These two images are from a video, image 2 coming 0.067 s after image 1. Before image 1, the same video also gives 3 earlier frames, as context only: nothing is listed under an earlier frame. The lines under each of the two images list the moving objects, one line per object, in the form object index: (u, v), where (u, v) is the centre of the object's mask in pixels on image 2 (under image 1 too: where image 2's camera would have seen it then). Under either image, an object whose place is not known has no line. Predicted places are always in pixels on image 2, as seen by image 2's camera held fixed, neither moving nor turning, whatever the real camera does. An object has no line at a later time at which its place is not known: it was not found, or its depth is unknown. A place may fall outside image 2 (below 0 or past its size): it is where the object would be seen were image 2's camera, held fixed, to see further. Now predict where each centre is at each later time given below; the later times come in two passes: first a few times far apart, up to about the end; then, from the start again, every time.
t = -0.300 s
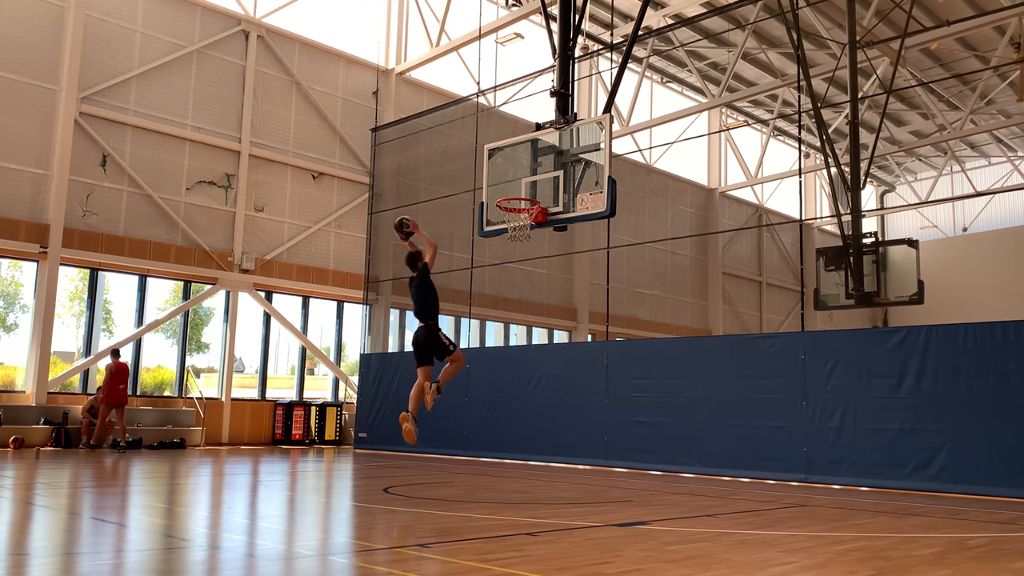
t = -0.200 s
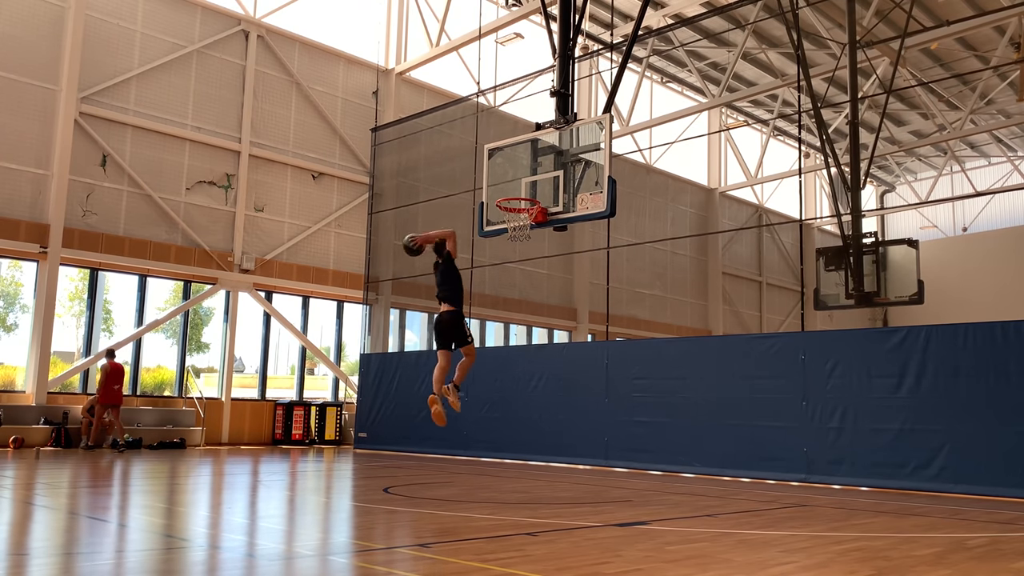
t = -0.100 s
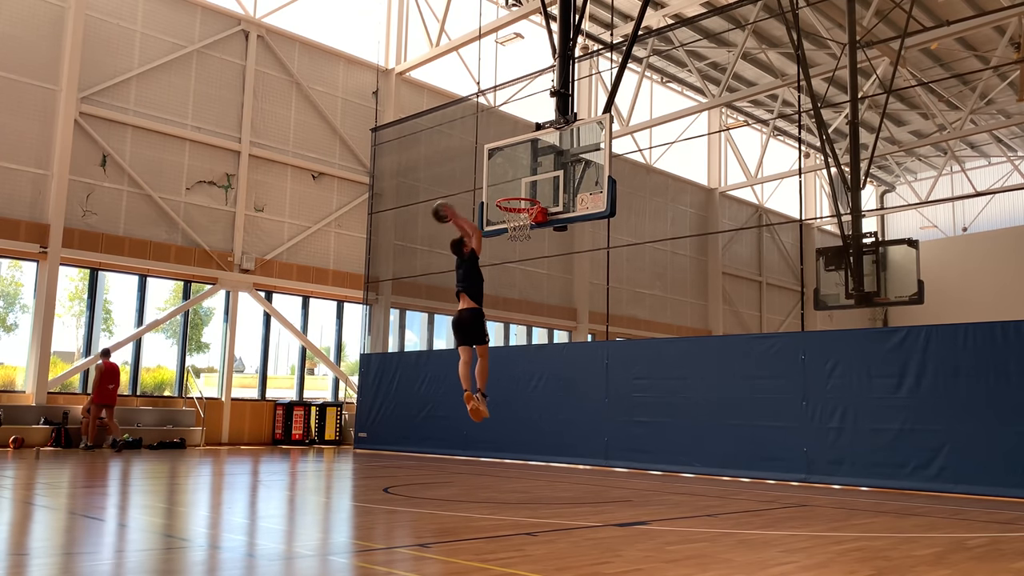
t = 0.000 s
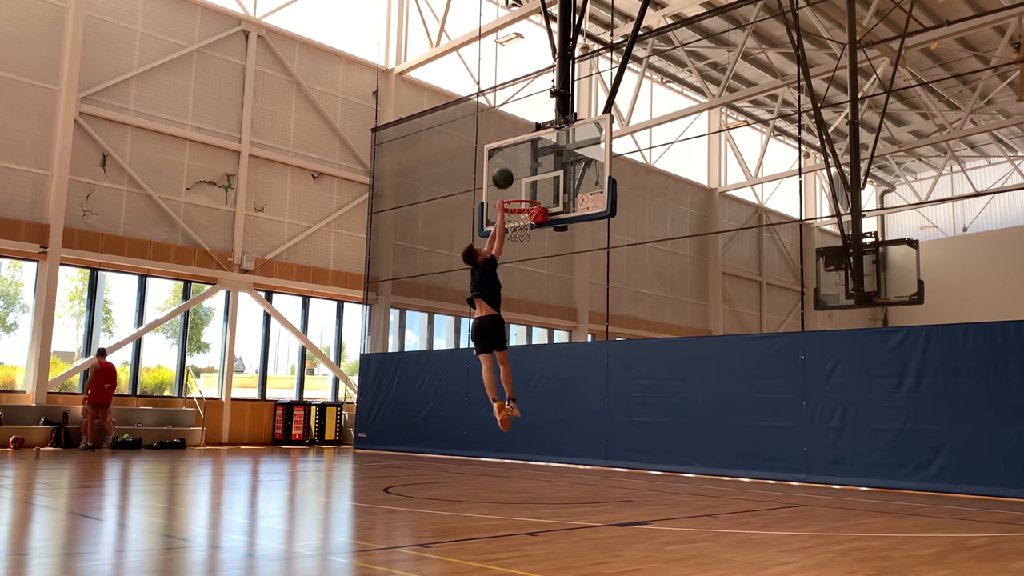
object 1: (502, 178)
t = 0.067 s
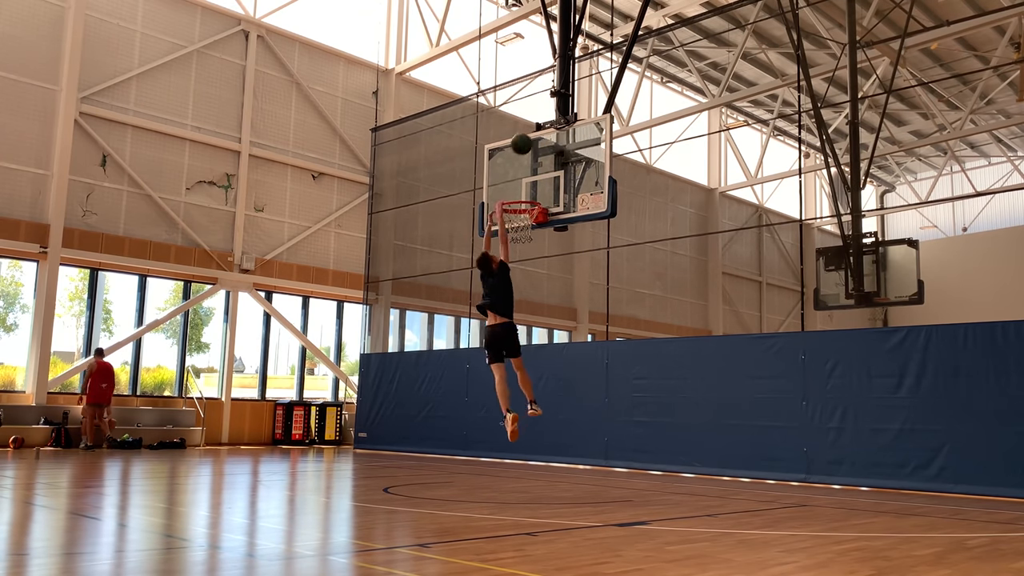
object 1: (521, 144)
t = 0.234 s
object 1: (565, 79)
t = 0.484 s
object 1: (627, 30)
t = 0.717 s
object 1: (681, 33)
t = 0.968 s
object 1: (735, 81)
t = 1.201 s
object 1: (782, 166)
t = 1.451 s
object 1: (830, 301)
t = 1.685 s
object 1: (872, 469)
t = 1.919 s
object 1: (893, 389)
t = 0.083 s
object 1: (526, 136)
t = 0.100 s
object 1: (530, 129)
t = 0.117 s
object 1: (534, 122)
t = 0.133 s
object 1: (539, 115)
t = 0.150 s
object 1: (543, 108)
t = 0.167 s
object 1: (547, 101)
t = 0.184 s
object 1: (553, 95)
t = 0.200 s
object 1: (557, 89)
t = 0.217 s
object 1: (561, 83)
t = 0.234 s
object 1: (565, 79)
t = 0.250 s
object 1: (569, 75)
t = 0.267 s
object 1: (574, 69)
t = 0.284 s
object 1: (578, 65)
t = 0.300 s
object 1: (583, 60)
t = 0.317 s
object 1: (586, 56)
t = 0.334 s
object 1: (591, 52)
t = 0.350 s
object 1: (595, 49)
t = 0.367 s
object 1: (600, 46)
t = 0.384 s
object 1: (603, 43)
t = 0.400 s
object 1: (607, 40)
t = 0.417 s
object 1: (611, 38)
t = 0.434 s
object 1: (616, 36)
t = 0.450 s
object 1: (619, 34)
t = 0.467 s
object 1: (623, 32)
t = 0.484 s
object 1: (627, 30)
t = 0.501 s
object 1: (631, 29)
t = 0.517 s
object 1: (636, 28)
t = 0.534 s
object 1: (640, 28)
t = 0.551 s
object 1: (643, 27)
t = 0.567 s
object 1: (646, 26)
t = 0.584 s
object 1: (651, 26)
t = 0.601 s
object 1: (654, 26)
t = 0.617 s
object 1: (658, 27)
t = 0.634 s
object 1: (662, 27)
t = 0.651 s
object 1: (666, 28)
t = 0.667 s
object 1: (669, 29)
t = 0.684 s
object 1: (673, 30)
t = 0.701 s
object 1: (677, 32)
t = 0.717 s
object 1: (681, 33)
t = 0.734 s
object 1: (685, 34)
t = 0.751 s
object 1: (688, 36)
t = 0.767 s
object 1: (692, 39)
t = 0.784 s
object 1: (695, 42)
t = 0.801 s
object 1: (699, 44)
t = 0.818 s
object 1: (703, 47)
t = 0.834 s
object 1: (706, 50)
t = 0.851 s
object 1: (710, 53)
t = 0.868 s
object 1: (713, 56)
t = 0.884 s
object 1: (717, 60)
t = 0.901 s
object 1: (720, 63)
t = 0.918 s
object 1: (724, 67)
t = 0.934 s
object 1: (728, 72)
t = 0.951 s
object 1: (731, 76)
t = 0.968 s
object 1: (735, 81)
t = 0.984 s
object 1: (738, 85)
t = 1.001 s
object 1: (741, 91)
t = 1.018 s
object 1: (745, 96)
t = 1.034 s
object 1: (748, 101)
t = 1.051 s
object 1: (752, 107)
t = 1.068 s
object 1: (755, 112)
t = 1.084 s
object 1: (758, 119)
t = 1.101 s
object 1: (762, 125)
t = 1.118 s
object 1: (765, 131)
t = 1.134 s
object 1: (768, 138)
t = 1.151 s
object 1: (771, 144)
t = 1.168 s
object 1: (775, 151)
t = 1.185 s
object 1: (778, 159)
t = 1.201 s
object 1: (782, 166)
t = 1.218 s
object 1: (785, 174)
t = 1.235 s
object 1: (788, 182)
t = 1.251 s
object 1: (791, 190)
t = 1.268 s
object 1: (794, 198)
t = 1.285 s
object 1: (798, 206)
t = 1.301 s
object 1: (801, 215)
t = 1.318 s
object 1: (804, 224)
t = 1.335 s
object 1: (807, 232)
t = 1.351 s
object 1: (811, 242)
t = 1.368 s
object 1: (814, 251)
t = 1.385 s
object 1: (817, 261)
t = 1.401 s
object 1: (820, 271)
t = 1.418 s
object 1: (823, 281)
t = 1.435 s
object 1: (827, 291)
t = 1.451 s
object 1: (830, 301)
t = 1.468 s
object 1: (833, 312)
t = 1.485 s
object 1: (836, 323)
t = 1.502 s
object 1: (840, 333)
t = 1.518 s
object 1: (842, 345)
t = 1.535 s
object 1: (845, 356)
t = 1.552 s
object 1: (848, 368)
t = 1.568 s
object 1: (852, 380)
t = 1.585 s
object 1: (855, 393)
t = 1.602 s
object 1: (857, 405)
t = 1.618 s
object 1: (860, 416)
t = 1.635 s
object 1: (863, 430)
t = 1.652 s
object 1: (866, 443)
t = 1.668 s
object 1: (869, 456)
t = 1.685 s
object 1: (872, 469)
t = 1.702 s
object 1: (875, 483)
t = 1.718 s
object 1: (879, 478)
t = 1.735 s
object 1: (883, 466)
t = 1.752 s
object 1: (887, 456)
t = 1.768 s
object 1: (888, 447)
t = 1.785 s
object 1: (889, 439)
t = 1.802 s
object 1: (889, 432)
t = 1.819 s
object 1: (889, 425)
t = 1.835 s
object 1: (890, 419)
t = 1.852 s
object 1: (891, 412)
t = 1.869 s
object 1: (893, 406)
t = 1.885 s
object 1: (892, 400)
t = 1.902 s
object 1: (894, 394)
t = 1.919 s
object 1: (893, 389)
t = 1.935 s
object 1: (893, 383)
